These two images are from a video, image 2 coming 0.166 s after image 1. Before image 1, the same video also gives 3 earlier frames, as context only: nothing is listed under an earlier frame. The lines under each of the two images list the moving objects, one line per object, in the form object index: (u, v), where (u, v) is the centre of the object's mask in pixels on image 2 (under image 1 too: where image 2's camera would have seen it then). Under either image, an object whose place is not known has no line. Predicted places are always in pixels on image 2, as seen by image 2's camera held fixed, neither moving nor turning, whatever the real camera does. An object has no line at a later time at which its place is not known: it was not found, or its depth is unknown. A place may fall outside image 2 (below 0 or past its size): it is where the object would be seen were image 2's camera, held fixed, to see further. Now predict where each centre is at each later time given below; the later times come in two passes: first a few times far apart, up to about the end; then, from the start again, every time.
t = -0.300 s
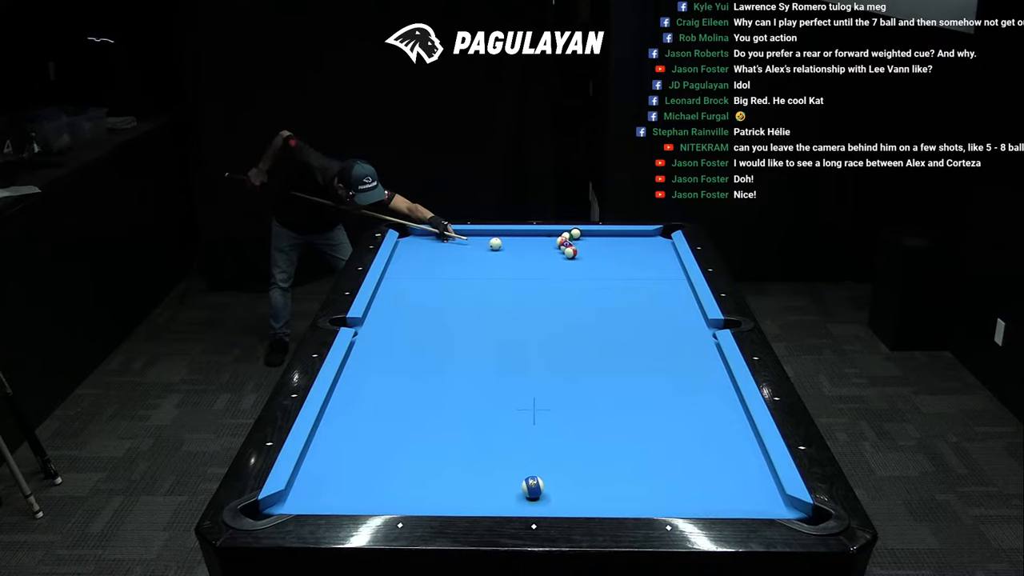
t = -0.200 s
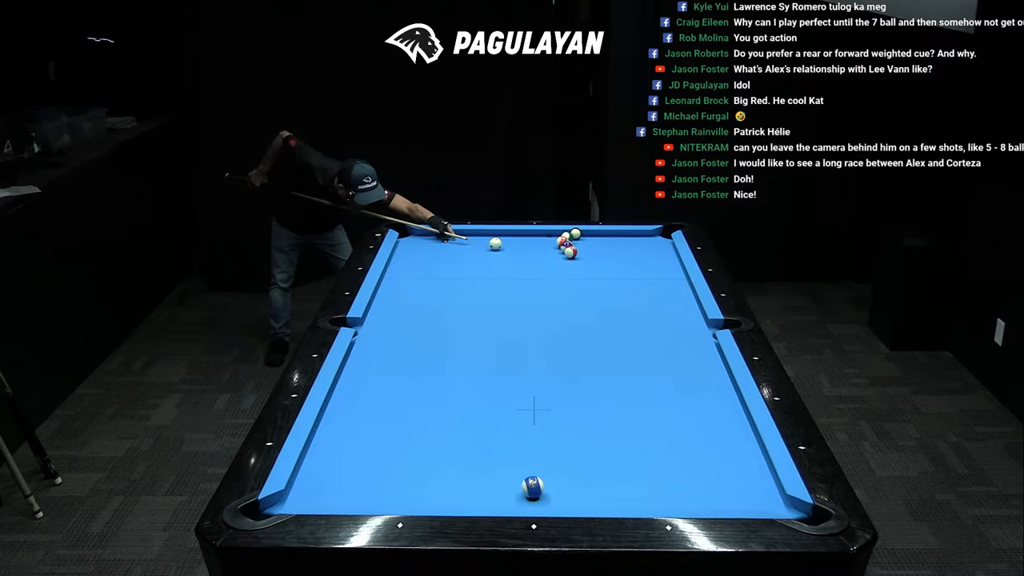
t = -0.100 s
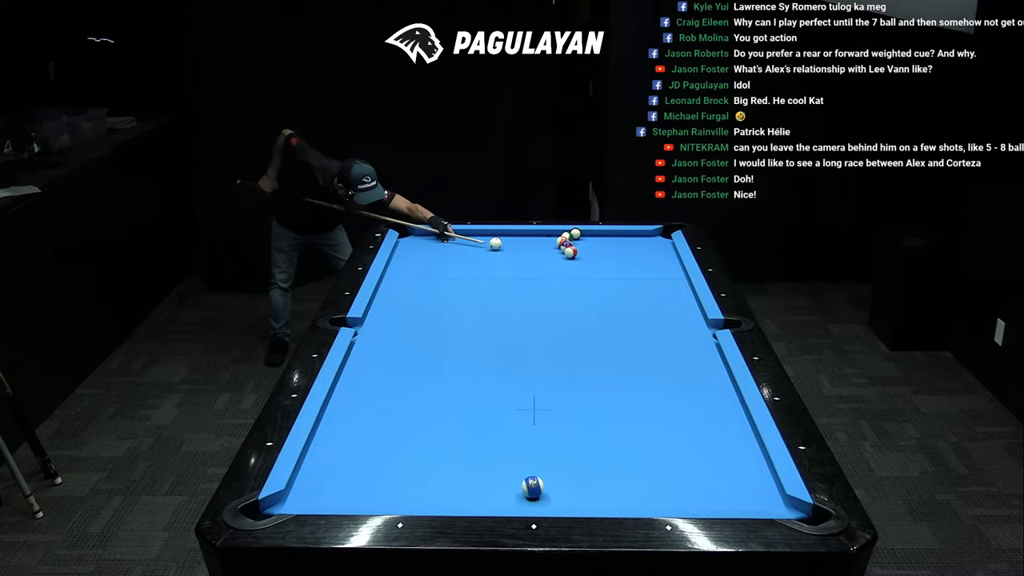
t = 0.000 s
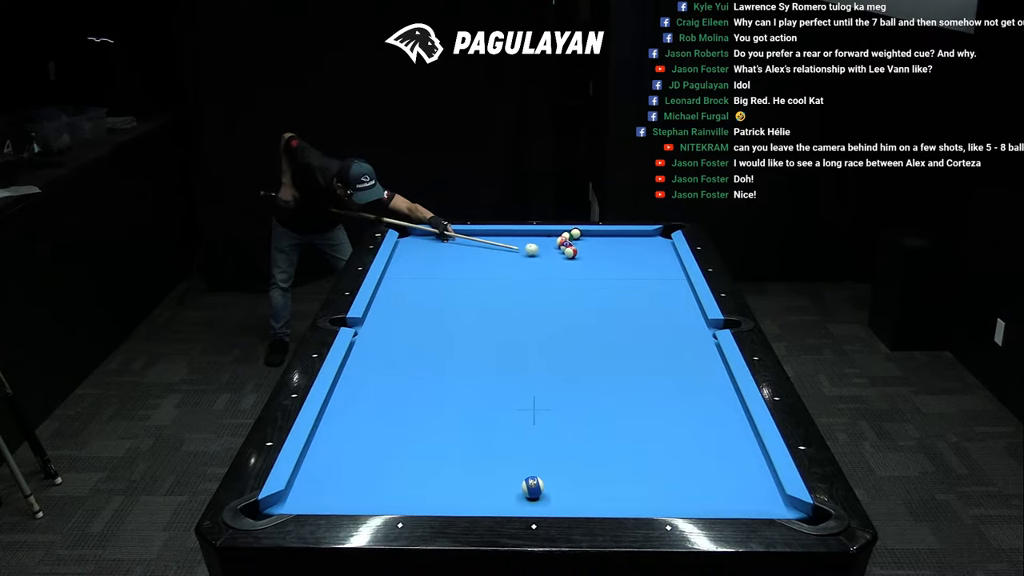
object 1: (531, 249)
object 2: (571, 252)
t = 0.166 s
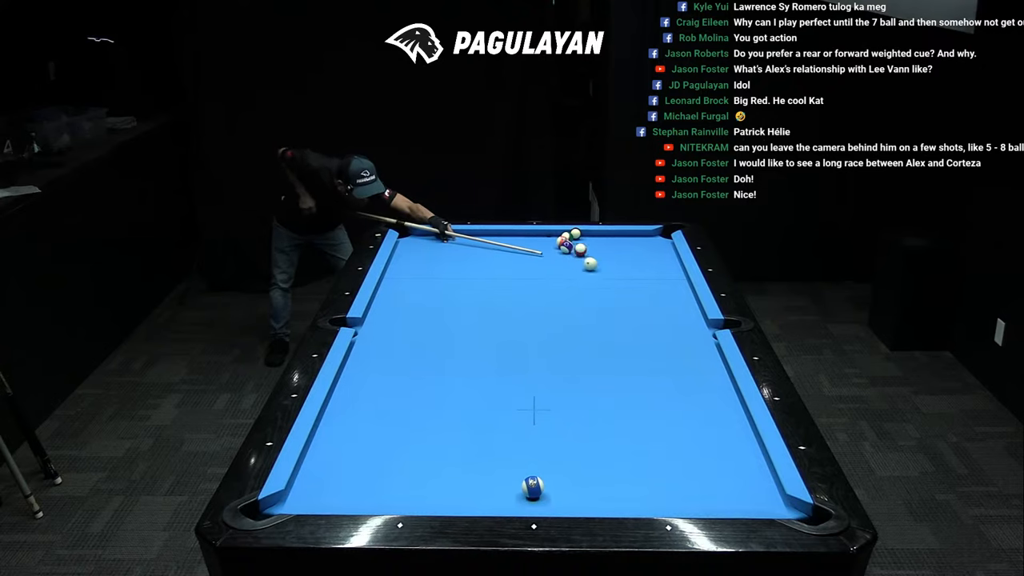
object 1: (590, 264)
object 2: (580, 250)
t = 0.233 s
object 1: (608, 269)
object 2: (586, 248)
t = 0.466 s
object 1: (663, 288)
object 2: (603, 244)
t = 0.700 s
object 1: (678, 303)
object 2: (620, 240)
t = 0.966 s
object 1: (657, 317)
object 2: (638, 236)
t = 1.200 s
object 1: (638, 330)
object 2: (652, 233)
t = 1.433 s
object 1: (618, 343)
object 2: (663, 235)
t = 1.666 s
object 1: (598, 357)
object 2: (662, 235)
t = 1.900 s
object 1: (577, 371)
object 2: (659, 235)
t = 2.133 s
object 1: (556, 385)
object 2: (656, 235)
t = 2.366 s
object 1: (534, 400)
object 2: (655, 234)
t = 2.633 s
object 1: (509, 418)
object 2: (654, 235)
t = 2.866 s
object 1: (486, 434)
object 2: (654, 234)
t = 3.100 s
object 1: (462, 450)
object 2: (654, 234)
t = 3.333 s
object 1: (438, 467)
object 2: (654, 234)
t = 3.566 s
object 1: (414, 484)
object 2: (654, 234)
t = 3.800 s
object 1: (389, 498)
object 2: (654, 234)
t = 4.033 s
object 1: (378, 495)
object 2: (654, 234)
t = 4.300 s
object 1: (369, 486)
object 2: (654, 234)
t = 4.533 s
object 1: (362, 479)
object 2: (654, 234)
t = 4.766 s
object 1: (355, 473)
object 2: (654, 235)
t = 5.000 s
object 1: (349, 468)
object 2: (654, 234)
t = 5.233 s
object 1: (343, 463)
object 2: (654, 234)
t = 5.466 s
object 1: (339, 460)
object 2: (654, 234)
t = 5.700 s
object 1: (335, 457)
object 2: (654, 234)
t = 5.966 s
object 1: (333, 454)
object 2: (654, 234)
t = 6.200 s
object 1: (331, 453)
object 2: (654, 234)
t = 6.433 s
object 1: (331, 452)
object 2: (654, 234)
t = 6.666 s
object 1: (330, 451)
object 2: (654, 234)
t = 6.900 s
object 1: (330, 452)
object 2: (654, 234)
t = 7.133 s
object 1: (330, 452)
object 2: (654, 234)
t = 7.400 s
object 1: (330, 452)
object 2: (654, 234)
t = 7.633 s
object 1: (330, 452)
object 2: (654, 235)
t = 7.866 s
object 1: (330, 452)
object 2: (654, 234)
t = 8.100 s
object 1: (330, 452)
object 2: (654, 234)
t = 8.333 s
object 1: (330, 452)
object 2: (654, 234)
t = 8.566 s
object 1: (330, 452)
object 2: (654, 234)
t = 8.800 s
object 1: (330, 452)
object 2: (654, 234)
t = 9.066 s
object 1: (330, 452)
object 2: (654, 234)
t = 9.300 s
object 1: (330, 452)
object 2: (654, 234)
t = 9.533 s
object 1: (330, 452)
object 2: (654, 234)
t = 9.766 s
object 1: (330, 452)
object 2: (654, 234)
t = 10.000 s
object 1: (330, 452)
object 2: (654, 234)
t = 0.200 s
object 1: (599, 267)
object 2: (583, 249)
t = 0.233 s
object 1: (608, 269)
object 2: (586, 248)
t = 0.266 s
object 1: (617, 272)
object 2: (588, 248)
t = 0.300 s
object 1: (625, 275)
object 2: (591, 247)
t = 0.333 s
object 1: (633, 278)
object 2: (593, 246)
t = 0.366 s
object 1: (641, 280)
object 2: (596, 246)
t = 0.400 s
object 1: (648, 283)
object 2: (598, 245)
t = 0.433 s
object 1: (656, 285)
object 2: (601, 245)
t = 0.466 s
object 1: (663, 288)
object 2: (603, 244)
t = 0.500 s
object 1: (671, 290)
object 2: (606, 243)
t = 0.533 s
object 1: (679, 293)
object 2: (608, 243)
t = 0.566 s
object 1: (686, 295)
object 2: (611, 242)
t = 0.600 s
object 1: (690, 298)
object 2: (613, 242)
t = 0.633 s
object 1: (685, 300)
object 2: (616, 241)
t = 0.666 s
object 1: (682, 301)
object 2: (618, 241)
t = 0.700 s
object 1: (678, 303)
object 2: (620, 240)
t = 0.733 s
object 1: (675, 305)
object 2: (622, 239)
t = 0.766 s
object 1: (673, 306)
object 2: (625, 239)
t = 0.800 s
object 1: (670, 308)
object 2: (627, 238)
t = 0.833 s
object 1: (667, 310)
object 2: (629, 238)
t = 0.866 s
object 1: (665, 312)
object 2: (631, 238)
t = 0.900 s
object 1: (662, 313)
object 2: (633, 237)
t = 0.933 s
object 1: (659, 315)
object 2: (635, 236)
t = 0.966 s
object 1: (657, 317)
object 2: (638, 236)
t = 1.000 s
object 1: (654, 319)
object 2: (640, 235)
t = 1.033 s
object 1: (652, 321)
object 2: (642, 235)
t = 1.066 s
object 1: (649, 323)
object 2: (644, 235)
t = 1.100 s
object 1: (646, 324)
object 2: (646, 234)
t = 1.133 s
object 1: (643, 326)
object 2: (648, 233)
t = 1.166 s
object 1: (641, 328)
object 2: (650, 233)
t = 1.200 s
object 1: (638, 330)
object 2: (652, 233)
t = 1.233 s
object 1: (635, 332)
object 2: (653, 233)
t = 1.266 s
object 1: (632, 334)
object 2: (655, 233)
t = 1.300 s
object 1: (629, 336)
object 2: (657, 234)
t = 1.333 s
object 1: (627, 337)
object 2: (658, 234)
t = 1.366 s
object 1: (624, 339)
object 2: (660, 234)
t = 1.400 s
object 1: (621, 341)
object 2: (661, 234)
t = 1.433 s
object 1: (618, 343)
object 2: (663, 235)
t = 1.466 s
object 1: (615, 345)
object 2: (664, 235)
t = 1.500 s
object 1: (612, 347)
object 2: (665, 235)
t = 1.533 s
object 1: (610, 349)
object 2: (664, 235)
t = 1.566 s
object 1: (607, 351)
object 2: (664, 235)
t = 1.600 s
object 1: (604, 353)
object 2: (663, 235)
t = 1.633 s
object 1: (601, 355)
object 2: (663, 235)
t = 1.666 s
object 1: (598, 357)
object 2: (662, 235)
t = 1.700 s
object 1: (595, 359)
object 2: (662, 235)
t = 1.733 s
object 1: (592, 361)
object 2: (661, 235)
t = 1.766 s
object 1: (589, 363)
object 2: (661, 235)
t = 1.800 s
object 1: (586, 365)
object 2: (660, 235)
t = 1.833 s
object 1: (583, 367)
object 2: (660, 235)
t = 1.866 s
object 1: (580, 369)
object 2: (659, 235)
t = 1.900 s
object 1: (577, 371)
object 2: (659, 235)
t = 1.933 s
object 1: (574, 373)
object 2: (658, 235)
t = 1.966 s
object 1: (571, 375)
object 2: (658, 235)
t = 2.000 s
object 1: (568, 377)
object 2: (657, 235)
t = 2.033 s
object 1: (565, 379)
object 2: (657, 235)
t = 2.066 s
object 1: (562, 381)
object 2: (657, 235)
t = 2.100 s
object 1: (559, 383)
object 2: (657, 235)
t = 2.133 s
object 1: (556, 385)
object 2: (656, 235)
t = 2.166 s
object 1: (553, 388)
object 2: (656, 235)
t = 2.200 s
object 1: (550, 390)
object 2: (656, 235)
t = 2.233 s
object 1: (547, 392)
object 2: (655, 235)
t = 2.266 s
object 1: (544, 394)
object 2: (655, 235)
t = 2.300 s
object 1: (540, 396)
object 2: (655, 235)
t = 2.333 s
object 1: (537, 398)
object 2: (655, 234)
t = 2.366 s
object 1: (534, 400)
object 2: (655, 234)
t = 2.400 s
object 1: (531, 403)
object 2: (655, 234)
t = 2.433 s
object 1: (528, 405)
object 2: (654, 235)
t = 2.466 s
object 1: (525, 407)
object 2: (654, 235)
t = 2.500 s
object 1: (522, 409)
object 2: (654, 235)
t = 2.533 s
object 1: (519, 411)
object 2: (654, 235)
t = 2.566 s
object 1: (515, 414)
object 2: (654, 235)
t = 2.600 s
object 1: (512, 416)
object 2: (654, 235)
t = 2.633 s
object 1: (509, 418)
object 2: (654, 235)
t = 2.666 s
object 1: (506, 420)
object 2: (654, 234)
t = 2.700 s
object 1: (502, 422)
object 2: (654, 235)
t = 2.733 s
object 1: (499, 425)
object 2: (654, 235)
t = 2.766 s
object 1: (496, 427)
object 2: (654, 235)
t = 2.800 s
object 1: (493, 429)
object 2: (654, 234)
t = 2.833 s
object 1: (489, 432)
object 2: (654, 234)
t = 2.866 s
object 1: (486, 434)
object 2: (654, 234)
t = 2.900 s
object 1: (483, 436)
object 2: (654, 234)
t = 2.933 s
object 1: (479, 439)
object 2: (654, 234)
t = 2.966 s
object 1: (476, 441)
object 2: (654, 234)
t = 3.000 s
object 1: (473, 443)
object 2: (654, 235)
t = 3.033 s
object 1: (469, 446)
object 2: (654, 234)
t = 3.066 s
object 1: (466, 448)
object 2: (654, 235)
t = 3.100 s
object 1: (462, 450)
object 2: (654, 234)
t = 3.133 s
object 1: (459, 453)
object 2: (654, 234)
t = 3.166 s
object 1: (456, 455)
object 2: (654, 234)
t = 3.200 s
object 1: (452, 457)
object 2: (654, 234)
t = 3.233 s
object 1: (449, 460)
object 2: (654, 234)
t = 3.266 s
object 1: (445, 462)
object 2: (654, 234)
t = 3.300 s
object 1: (442, 465)
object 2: (654, 234)
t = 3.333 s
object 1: (438, 467)
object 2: (654, 234)
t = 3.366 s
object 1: (435, 469)
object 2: (654, 234)
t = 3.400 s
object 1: (432, 472)
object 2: (654, 234)
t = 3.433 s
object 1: (428, 474)
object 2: (654, 235)
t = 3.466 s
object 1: (425, 477)
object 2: (654, 234)
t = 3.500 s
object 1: (421, 479)
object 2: (654, 234)
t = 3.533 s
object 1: (418, 482)
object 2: (654, 234)
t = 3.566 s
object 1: (414, 484)
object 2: (654, 234)
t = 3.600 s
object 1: (410, 486)
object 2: (654, 235)
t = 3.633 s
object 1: (407, 489)
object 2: (654, 235)
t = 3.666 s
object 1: (404, 491)
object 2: (654, 234)
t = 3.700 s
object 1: (400, 494)
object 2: (654, 234)
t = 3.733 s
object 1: (396, 495)
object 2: (654, 234)
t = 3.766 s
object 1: (393, 497)
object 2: (654, 234)
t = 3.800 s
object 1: (389, 498)
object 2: (654, 234)
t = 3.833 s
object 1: (386, 500)
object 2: (654, 235)
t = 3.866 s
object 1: (385, 499)
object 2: (654, 234)
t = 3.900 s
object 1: (383, 498)
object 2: (654, 235)
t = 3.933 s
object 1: (382, 497)
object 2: (654, 234)
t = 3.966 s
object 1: (381, 496)
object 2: (654, 234)
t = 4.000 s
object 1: (379, 495)
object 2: (654, 234)
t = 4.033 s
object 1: (378, 495)
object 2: (654, 234)
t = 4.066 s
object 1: (377, 493)
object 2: (654, 234)
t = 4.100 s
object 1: (376, 493)
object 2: (654, 234)
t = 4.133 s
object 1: (375, 492)
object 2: (654, 234)
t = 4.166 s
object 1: (373, 491)
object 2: (654, 234)
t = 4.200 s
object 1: (372, 490)
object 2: (654, 234)
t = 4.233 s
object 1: (371, 488)
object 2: (654, 234)
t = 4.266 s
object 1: (370, 487)
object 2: (654, 234)
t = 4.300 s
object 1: (369, 486)
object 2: (654, 234)
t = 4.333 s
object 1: (368, 485)
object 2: (654, 234)
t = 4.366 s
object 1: (367, 484)
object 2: (654, 234)
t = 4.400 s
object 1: (366, 483)
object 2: (654, 234)
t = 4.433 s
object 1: (365, 482)
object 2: (654, 234)
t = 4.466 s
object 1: (364, 481)
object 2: (654, 234)
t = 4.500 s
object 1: (363, 480)
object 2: (654, 234)
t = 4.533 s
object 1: (362, 479)
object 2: (654, 234)
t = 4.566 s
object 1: (361, 478)
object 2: (654, 234)
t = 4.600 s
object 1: (360, 477)
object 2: (654, 234)
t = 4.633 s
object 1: (359, 477)
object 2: (654, 234)
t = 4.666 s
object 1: (358, 475)
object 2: (654, 234)
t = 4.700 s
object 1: (357, 475)
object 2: (654, 234)
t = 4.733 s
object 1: (356, 474)
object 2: (654, 235)
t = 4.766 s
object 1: (355, 473)
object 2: (654, 235)
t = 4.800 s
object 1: (354, 472)
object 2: (654, 235)
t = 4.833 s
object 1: (353, 471)
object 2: (654, 234)
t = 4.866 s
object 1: (352, 471)
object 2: (654, 235)
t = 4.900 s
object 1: (352, 470)
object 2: (654, 234)
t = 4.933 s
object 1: (351, 469)
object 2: (654, 234)
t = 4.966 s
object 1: (350, 468)
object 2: (654, 234)
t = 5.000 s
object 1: (349, 468)
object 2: (654, 234)
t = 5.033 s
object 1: (348, 467)
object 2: (654, 234)
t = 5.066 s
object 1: (347, 467)
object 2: (654, 234)
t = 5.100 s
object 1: (346, 466)
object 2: (654, 234)
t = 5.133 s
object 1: (346, 465)
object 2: (654, 234)
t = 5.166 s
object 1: (345, 465)
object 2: (654, 234)
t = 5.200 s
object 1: (344, 464)
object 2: (654, 234)
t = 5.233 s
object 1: (343, 463)
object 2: (654, 234)
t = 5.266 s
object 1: (343, 463)
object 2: (654, 234)
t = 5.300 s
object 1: (342, 462)
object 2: (654, 234)
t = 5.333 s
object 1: (341, 462)
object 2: (654, 234)
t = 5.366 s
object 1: (341, 461)
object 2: (654, 234)
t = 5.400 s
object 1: (340, 461)
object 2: (654, 234)
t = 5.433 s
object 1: (339, 460)
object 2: (654, 235)
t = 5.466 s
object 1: (339, 460)
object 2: (654, 234)
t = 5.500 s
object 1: (338, 459)
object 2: (654, 235)
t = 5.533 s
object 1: (338, 459)
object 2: (654, 234)
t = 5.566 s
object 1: (337, 458)
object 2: (654, 235)
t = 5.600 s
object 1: (337, 458)
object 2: (654, 234)
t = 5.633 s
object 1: (336, 458)
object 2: (654, 235)
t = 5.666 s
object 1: (336, 457)
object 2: (654, 234)
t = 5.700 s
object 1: (335, 457)
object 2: (654, 234)
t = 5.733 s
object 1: (335, 456)
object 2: (654, 234)
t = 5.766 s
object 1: (335, 456)
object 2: (654, 234)
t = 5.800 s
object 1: (334, 456)
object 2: (654, 234)
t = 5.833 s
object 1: (334, 455)
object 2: (654, 234)
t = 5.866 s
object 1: (334, 455)
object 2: (654, 234)
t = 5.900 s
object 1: (333, 455)
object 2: (654, 234)
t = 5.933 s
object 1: (333, 454)
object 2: (654, 234)
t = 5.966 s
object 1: (333, 454)
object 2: (654, 234)
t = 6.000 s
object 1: (332, 454)
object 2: (654, 234)
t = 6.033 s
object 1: (332, 454)
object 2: (654, 234)
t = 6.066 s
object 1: (332, 453)
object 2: (654, 234)
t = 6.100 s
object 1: (332, 453)
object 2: (654, 234)
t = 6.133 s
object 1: (331, 453)
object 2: (654, 234)
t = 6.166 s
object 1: (331, 453)
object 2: (654, 234)
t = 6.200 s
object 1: (331, 453)
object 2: (654, 234)
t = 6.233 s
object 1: (331, 453)
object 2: (654, 234)
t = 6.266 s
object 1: (331, 452)
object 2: (654, 234)
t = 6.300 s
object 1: (331, 452)
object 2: (654, 234)
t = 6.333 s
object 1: (331, 452)
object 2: (654, 234)
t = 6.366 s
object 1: (331, 452)
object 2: (654, 234)
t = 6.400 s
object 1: (331, 452)
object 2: (654, 234)
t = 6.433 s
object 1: (331, 452)
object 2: (654, 234)
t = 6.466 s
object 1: (330, 452)
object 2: (654, 234)
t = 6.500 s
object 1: (331, 452)
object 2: (654, 234)
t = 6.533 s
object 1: (330, 452)
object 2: (654, 234)
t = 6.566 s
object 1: (330, 451)
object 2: (654, 234)
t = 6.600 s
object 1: (330, 451)
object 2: (654, 234)
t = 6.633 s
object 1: (330, 451)
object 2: (654, 234)
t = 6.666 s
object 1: (330, 451)
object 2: (654, 234)
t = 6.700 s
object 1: (330, 451)
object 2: (654, 234)
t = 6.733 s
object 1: (330, 451)
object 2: (654, 234)
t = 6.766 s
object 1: (330, 452)
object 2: (654, 234)
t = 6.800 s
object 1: (330, 451)
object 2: (654, 234)
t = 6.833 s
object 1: (330, 451)
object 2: (654, 234)
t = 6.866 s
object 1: (330, 451)
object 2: (654, 234)
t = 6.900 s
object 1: (330, 452)
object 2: (654, 234)
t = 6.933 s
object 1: (330, 451)
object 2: (654, 235)
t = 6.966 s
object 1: (330, 451)
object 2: (654, 235)
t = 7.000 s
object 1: (330, 452)
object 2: (654, 234)
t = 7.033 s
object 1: (330, 451)
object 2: (654, 234)
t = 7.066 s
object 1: (330, 451)
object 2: (654, 235)
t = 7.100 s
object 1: (330, 452)
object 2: (654, 234)
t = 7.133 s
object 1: (330, 452)
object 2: (654, 234)
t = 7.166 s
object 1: (330, 452)
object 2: (654, 234)
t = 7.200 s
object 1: (330, 452)
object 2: (654, 234)
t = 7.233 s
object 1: (330, 452)
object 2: (654, 234)
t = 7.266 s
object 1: (330, 452)
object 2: (654, 234)
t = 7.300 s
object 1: (330, 452)
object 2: (654, 234)
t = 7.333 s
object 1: (330, 452)
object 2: (654, 234)
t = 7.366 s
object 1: (330, 452)
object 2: (654, 234)
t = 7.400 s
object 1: (330, 452)
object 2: (654, 234)
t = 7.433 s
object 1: (330, 452)
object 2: (654, 234)
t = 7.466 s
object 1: (330, 452)
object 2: (654, 234)
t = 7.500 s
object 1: (330, 452)
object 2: (654, 234)
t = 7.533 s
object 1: (330, 452)
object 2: (654, 234)
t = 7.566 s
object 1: (330, 452)
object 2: (654, 235)
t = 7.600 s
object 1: (330, 452)
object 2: (654, 234)
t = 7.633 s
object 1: (330, 452)
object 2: (654, 235)
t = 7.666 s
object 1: (330, 452)
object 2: (654, 234)
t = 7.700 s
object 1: (330, 452)
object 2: (654, 234)
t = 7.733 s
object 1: (330, 452)
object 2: (654, 234)
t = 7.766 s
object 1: (330, 452)
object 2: (654, 234)
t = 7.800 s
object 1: (330, 452)
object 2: (654, 234)
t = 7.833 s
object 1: (330, 452)
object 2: (654, 234)
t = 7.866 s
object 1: (330, 452)
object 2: (654, 234)
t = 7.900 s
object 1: (330, 452)
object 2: (654, 234)
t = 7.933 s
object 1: (330, 452)
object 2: (654, 234)
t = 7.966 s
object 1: (330, 452)
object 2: (654, 234)
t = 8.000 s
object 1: (330, 452)
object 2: (654, 234)
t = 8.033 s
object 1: (330, 452)
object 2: (654, 234)
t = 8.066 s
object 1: (330, 452)
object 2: (654, 234)
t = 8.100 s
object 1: (330, 452)
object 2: (654, 234)
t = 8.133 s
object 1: (330, 452)
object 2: (654, 234)
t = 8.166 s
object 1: (330, 452)
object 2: (654, 234)
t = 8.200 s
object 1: (330, 452)
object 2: (654, 234)
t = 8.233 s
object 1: (330, 452)
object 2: (654, 234)
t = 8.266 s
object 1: (330, 452)
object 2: (654, 235)
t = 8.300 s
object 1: (330, 452)
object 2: (654, 234)
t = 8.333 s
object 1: (330, 452)
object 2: (654, 234)
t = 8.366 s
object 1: (330, 452)
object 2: (654, 234)
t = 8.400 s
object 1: (330, 452)
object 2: (654, 234)
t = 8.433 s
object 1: (330, 452)
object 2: (654, 234)
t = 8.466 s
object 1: (330, 452)
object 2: (654, 234)
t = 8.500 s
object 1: (330, 452)
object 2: (654, 234)
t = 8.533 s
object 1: (330, 452)
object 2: (654, 234)
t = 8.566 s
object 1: (330, 452)
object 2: (654, 234)
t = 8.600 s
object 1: (330, 452)
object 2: (654, 234)
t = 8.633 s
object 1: (330, 452)
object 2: (654, 234)
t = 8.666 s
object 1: (330, 452)
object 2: (654, 234)
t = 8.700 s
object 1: (330, 452)
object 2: (654, 234)
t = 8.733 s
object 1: (330, 452)
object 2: (654, 234)
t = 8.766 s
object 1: (330, 452)
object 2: (654, 234)
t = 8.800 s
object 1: (330, 452)
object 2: (654, 234)
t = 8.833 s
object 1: (330, 452)
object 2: (654, 235)
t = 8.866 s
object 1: (330, 452)
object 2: (654, 234)
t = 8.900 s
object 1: (330, 452)
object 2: (654, 235)
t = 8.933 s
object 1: (330, 452)
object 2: (654, 234)
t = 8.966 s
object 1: (330, 452)
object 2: (654, 235)
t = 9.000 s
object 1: (330, 452)
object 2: (654, 234)
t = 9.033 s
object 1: (330, 452)
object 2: (654, 234)
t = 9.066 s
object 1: (330, 452)
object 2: (654, 234)
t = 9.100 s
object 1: (330, 452)
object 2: (654, 234)
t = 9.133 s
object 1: (330, 452)
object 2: (654, 234)
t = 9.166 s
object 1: (330, 452)
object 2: (654, 234)
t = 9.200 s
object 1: (330, 452)
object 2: (654, 234)
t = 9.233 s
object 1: (330, 452)
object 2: (654, 234)
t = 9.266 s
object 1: (330, 452)
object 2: (654, 234)
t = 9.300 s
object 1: (330, 452)
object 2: (654, 234)
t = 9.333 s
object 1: (330, 452)
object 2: (654, 234)
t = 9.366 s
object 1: (330, 452)
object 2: (654, 234)
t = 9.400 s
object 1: (330, 452)
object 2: (654, 234)
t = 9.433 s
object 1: (330, 452)
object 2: (654, 235)
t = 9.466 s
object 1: (330, 452)
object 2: (654, 234)
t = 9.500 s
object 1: (330, 452)
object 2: (654, 234)
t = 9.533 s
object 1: (330, 452)
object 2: (654, 234)
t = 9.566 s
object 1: (330, 452)
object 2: (654, 234)
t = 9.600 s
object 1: (330, 452)
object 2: (654, 234)
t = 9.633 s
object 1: (330, 452)
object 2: (654, 234)
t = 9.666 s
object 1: (330, 452)
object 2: (654, 234)
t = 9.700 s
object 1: (330, 452)
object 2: (654, 234)
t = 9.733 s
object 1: (330, 452)
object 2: (654, 234)
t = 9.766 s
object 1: (330, 452)
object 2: (654, 234)
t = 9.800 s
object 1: (330, 452)
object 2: (654, 234)
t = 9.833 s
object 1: (330, 452)
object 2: (654, 234)
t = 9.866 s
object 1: (330, 452)
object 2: (654, 234)
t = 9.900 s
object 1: (330, 452)
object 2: (654, 234)
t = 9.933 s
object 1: (330, 452)
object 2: (654, 234)
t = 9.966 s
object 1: (330, 452)
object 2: (654, 234)
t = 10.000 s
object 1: (330, 452)
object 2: (654, 234)
